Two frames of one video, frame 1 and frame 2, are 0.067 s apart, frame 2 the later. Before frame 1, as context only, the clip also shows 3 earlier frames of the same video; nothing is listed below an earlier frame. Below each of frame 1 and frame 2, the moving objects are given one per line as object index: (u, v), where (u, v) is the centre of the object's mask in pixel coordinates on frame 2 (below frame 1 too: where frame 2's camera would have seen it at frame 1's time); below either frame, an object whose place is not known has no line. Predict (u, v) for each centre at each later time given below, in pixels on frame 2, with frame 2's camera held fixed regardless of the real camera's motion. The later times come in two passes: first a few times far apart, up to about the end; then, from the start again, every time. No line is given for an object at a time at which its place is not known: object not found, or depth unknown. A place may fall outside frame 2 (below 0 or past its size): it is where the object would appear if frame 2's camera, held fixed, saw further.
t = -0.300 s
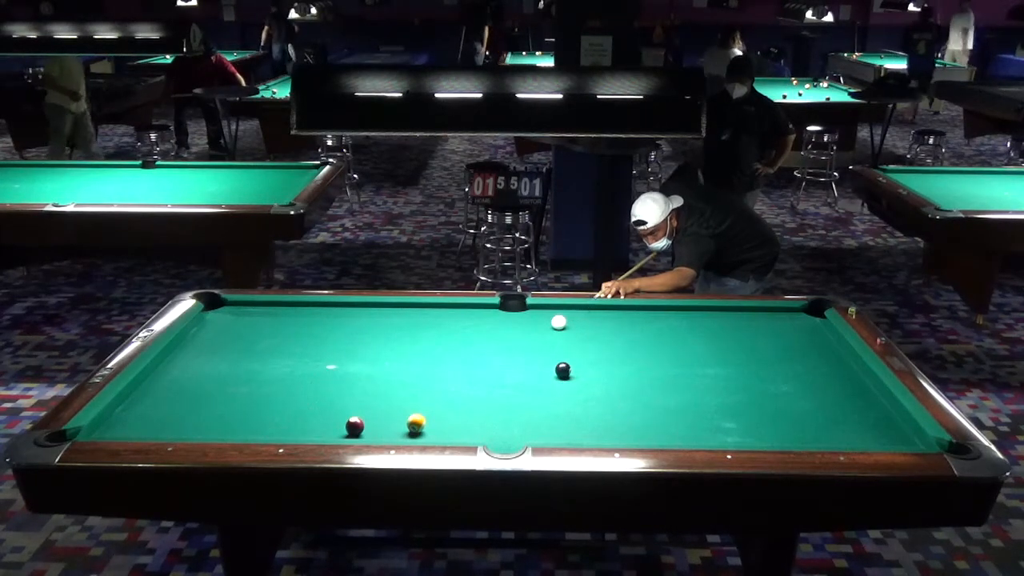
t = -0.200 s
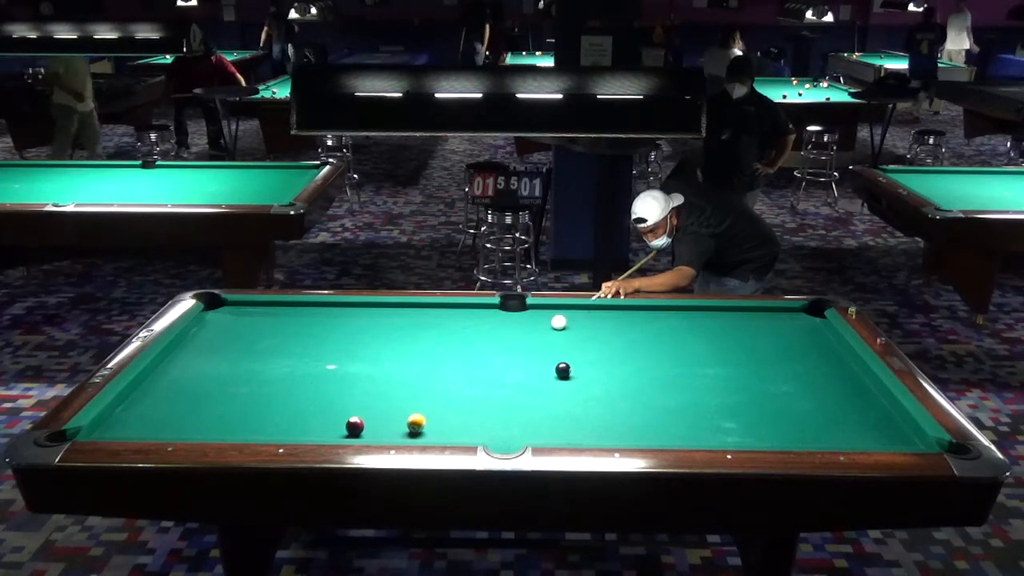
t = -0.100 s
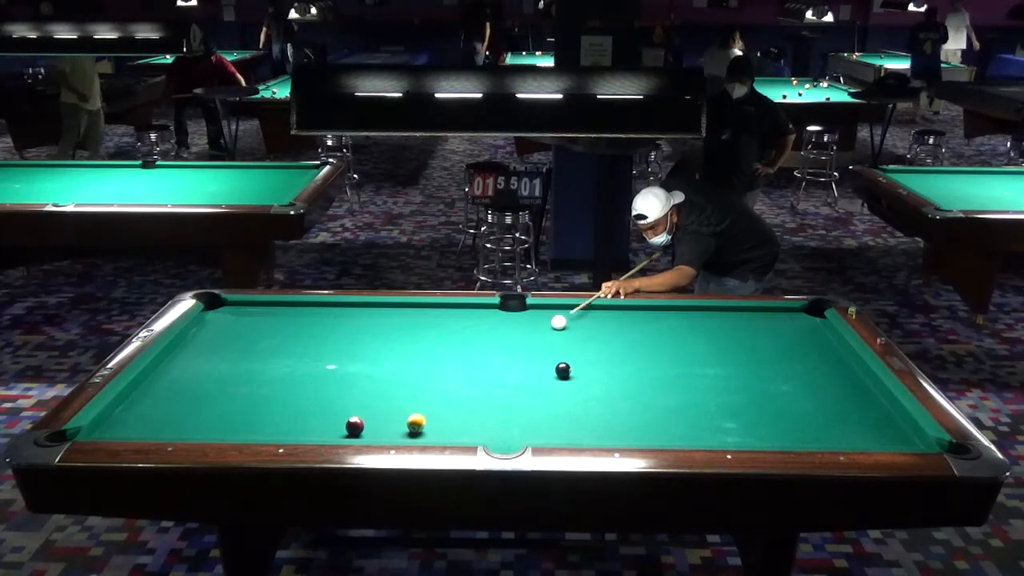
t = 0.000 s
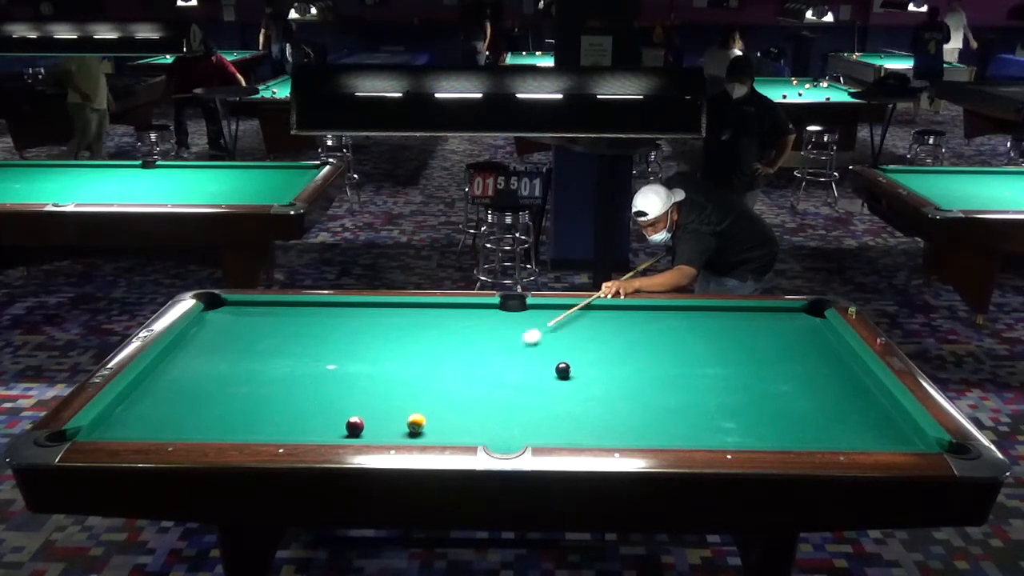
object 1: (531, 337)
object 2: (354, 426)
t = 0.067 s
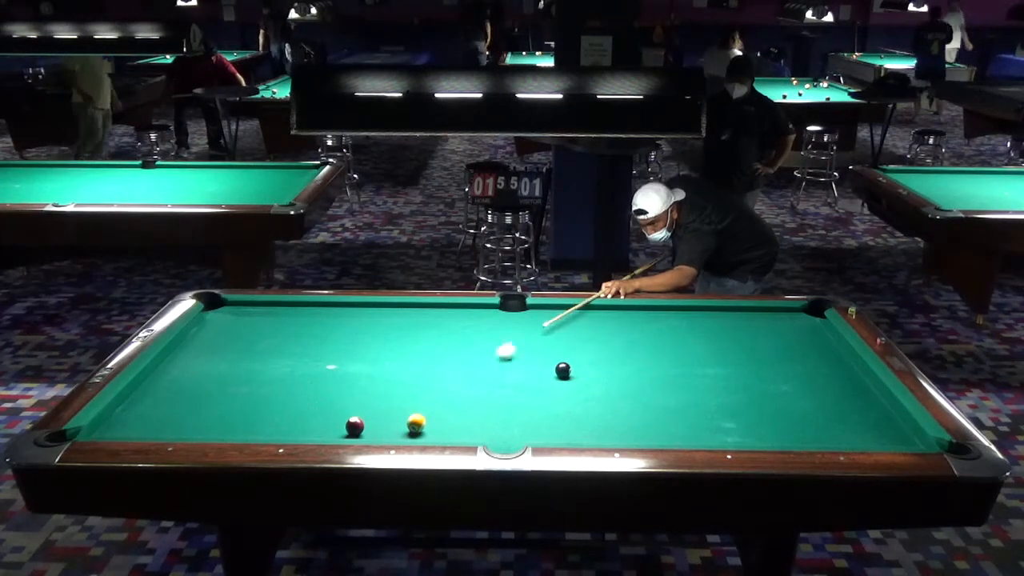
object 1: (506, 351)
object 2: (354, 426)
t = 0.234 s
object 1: (436, 392)
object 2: (354, 426)
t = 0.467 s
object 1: (375, 423)
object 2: (315, 426)
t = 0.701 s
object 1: (381, 388)
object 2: (251, 427)
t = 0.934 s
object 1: (383, 360)
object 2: (188, 427)
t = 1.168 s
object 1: (385, 336)
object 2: (125, 428)
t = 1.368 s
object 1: (387, 318)
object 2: (85, 431)
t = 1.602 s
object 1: (386, 308)
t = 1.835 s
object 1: (380, 318)
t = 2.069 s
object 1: (374, 328)
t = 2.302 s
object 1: (368, 339)
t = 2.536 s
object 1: (362, 349)
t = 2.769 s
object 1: (356, 360)
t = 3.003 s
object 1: (350, 371)
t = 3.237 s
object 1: (344, 382)
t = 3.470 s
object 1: (337, 394)
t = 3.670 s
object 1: (332, 403)
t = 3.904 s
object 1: (326, 415)
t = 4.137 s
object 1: (320, 426)
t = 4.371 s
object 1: (316, 433)
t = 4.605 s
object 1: (318, 429)
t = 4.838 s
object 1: (321, 425)
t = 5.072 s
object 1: (323, 420)
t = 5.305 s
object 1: (326, 416)
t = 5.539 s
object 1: (328, 412)
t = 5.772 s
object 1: (330, 410)
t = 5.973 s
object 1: (332, 407)
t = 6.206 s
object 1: (333, 406)
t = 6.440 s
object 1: (334, 404)
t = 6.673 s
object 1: (335, 404)
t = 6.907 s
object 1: (336, 403)
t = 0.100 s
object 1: (493, 359)
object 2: (354, 426)
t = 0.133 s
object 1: (479, 366)
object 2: (354, 426)
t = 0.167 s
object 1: (465, 374)
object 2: (354, 426)
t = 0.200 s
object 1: (451, 383)
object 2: (354, 426)
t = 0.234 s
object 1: (436, 392)
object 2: (354, 426)
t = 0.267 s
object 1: (420, 400)
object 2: (354, 426)
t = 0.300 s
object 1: (404, 409)
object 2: (354, 426)
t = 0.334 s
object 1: (387, 419)
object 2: (354, 426)
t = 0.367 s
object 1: (373, 428)
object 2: (351, 426)
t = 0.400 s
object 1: (369, 433)
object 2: (338, 426)
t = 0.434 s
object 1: (373, 429)
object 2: (326, 427)
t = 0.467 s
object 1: (375, 423)
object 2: (315, 426)
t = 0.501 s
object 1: (377, 417)
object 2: (306, 427)
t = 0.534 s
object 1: (379, 411)
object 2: (297, 427)
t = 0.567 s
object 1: (380, 406)
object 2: (287, 427)
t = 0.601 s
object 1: (380, 401)
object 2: (278, 427)
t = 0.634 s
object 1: (380, 397)
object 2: (269, 427)
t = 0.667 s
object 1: (381, 392)
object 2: (259, 427)
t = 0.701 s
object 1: (381, 388)
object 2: (251, 427)
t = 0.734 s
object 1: (381, 383)
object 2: (241, 427)
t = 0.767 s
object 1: (382, 379)
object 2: (233, 427)
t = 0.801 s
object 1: (382, 375)
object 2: (224, 427)
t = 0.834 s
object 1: (383, 371)
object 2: (214, 427)
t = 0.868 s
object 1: (383, 367)
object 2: (205, 428)
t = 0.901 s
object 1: (383, 363)
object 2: (197, 428)
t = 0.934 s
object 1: (383, 360)
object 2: (188, 427)
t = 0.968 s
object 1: (384, 356)
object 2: (178, 427)
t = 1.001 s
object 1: (384, 353)
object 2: (169, 427)
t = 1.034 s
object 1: (384, 349)
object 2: (161, 427)
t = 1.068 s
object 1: (385, 346)
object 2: (152, 427)
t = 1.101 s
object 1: (385, 342)
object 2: (143, 428)
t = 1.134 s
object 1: (385, 339)
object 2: (134, 428)
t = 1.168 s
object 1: (385, 336)
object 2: (125, 428)
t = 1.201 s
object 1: (386, 333)
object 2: (117, 428)
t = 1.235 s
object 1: (386, 330)
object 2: (108, 429)
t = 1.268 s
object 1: (386, 327)
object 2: (99, 428)
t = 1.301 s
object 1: (386, 324)
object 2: (91, 428)
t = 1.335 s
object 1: (387, 321)
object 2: (86, 430)
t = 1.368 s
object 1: (387, 318)
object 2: (85, 431)
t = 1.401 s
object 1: (387, 315)
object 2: (83, 433)
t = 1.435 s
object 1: (387, 312)
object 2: (81, 435)
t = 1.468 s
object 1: (388, 310)
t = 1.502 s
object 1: (388, 307)
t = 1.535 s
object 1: (388, 305)
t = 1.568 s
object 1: (387, 306)
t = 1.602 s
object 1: (386, 308)
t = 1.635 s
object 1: (385, 310)
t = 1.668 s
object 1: (384, 311)
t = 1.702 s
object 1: (383, 312)
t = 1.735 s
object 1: (382, 314)
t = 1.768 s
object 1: (381, 315)
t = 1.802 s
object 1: (381, 316)
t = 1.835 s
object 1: (380, 318)
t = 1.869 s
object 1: (379, 319)
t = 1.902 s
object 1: (378, 321)
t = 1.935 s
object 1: (377, 322)
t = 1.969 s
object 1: (376, 323)
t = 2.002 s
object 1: (376, 325)
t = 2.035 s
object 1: (374, 327)
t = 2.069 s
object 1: (374, 328)
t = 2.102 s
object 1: (373, 330)
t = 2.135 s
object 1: (372, 331)
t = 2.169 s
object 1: (371, 333)
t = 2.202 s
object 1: (370, 334)
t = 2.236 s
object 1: (370, 336)
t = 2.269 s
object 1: (369, 337)
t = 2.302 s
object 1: (368, 339)
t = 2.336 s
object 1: (367, 340)
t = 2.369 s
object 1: (366, 342)
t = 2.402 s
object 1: (365, 343)
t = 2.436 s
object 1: (365, 345)
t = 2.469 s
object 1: (364, 346)
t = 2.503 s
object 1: (363, 348)
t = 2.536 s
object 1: (362, 349)
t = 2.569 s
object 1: (361, 351)
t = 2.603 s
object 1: (360, 352)
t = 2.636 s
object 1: (360, 354)
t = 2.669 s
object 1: (359, 355)
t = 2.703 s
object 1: (358, 357)
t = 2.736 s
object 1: (357, 359)
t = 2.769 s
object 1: (356, 360)
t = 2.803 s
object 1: (355, 362)
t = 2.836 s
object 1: (354, 363)
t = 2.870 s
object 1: (353, 365)
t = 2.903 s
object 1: (353, 366)
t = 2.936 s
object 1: (352, 368)
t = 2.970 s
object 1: (351, 370)
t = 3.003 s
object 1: (350, 371)
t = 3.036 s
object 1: (349, 373)
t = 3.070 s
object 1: (348, 374)
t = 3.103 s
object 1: (347, 376)
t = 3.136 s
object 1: (346, 378)
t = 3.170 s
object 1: (345, 379)
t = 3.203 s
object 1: (344, 381)
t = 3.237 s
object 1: (344, 382)
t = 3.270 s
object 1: (343, 384)
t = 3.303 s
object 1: (342, 386)
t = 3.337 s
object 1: (341, 387)
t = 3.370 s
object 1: (340, 389)
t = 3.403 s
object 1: (339, 390)
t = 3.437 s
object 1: (338, 392)
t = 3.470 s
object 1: (337, 394)
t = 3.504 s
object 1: (337, 395)
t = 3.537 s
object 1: (336, 397)
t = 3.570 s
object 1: (335, 398)
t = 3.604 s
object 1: (334, 400)
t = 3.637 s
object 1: (333, 402)
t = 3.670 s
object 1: (332, 403)
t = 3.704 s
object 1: (331, 405)
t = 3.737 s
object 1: (331, 407)
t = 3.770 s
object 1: (330, 408)
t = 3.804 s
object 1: (329, 410)
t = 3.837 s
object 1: (328, 411)
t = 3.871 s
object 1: (327, 413)
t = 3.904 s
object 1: (326, 415)
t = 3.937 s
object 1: (325, 416)
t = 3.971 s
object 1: (324, 418)
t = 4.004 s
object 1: (324, 420)
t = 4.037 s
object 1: (323, 421)
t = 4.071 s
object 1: (322, 423)
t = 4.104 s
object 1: (321, 424)
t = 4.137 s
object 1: (320, 426)
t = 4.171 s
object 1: (319, 427)
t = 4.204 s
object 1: (319, 428)
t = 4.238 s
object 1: (318, 430)
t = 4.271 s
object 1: (317, 430)
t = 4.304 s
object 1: (317, 431)
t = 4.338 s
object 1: (316, 432)
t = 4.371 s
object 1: (316, 433)
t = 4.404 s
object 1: (316, 432)
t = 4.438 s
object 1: (317, 432)
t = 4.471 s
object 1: (317, 431)
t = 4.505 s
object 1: (317, 431)
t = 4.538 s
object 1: (317, 430)
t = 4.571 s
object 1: (318, 430)
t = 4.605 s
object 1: (318, 429)
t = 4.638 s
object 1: (318, 429)
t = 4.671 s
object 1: (318, 428)
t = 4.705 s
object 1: (319, 428)
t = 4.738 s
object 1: (319, 427)
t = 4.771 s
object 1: (320, 427)
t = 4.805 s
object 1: (320, 426)
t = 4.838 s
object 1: (321, 425)
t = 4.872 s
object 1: (321, 424)
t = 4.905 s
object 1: (321, 423)
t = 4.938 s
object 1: (322, 423)
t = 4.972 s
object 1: (322, 422)
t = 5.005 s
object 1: (322, 421)
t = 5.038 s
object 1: (323, 421)
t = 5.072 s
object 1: (323, 420)
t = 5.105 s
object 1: (323, 420)
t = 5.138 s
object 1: (324, 419)
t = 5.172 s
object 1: (325, 418)
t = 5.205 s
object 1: (325, 418)
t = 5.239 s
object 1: (325, 417)
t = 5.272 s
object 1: (326, 417)
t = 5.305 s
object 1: (326, 416)
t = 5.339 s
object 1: (326, 416)
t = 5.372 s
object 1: (327, 415)
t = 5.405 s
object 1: (327, 414)
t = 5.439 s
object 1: (327, 414)
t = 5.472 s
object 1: (327, 414)
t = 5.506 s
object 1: (328, 413)
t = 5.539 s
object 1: (328, 412)
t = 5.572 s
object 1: (329, 412)
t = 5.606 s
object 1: (329, 412)
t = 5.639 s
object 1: (329, 411)
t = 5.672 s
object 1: (330, 411)
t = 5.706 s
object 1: (330, 410)
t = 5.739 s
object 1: (330, 410)
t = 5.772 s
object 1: (330, 410)
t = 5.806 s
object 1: (330, 409)
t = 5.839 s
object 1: (331, 409)
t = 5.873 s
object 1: (331, 408)
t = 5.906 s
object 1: (331, 408)
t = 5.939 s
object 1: (331, 408)
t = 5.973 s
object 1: (332, 407)
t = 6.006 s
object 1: (332, 407)
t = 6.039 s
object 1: (332, 407)
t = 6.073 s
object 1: (332, 407)
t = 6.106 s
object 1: (332, 406)
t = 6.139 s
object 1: (333, 406)
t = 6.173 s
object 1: (333, 406)
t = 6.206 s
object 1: (333, 406)
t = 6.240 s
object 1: (333, 405)
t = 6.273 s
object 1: (333, 405)
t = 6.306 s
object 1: (334, 405)
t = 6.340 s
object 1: (334, 405)
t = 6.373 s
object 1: (334, 405)
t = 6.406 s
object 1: (334, 404)
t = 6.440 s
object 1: (334, 404)
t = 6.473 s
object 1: (334, 404)
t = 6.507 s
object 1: (334, 404)
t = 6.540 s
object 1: (335, 404)
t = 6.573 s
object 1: (335, 404)
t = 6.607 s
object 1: (335, 404)
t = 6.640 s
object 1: (335, 404)
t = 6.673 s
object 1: (335, 404)
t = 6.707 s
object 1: (335, 403)
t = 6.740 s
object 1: (335, 403)
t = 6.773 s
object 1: (335, 403)
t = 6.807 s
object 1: (335, 403)
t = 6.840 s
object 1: (336, 403)
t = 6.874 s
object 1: (336, 403)
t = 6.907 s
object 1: (336, 403)
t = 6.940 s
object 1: (336, 403)
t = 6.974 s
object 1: (336, 403)
